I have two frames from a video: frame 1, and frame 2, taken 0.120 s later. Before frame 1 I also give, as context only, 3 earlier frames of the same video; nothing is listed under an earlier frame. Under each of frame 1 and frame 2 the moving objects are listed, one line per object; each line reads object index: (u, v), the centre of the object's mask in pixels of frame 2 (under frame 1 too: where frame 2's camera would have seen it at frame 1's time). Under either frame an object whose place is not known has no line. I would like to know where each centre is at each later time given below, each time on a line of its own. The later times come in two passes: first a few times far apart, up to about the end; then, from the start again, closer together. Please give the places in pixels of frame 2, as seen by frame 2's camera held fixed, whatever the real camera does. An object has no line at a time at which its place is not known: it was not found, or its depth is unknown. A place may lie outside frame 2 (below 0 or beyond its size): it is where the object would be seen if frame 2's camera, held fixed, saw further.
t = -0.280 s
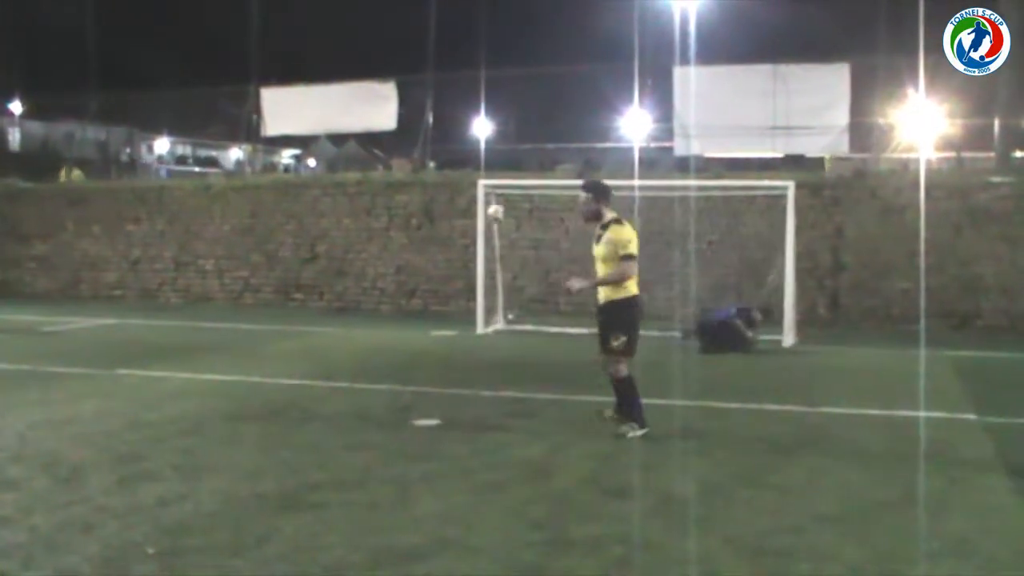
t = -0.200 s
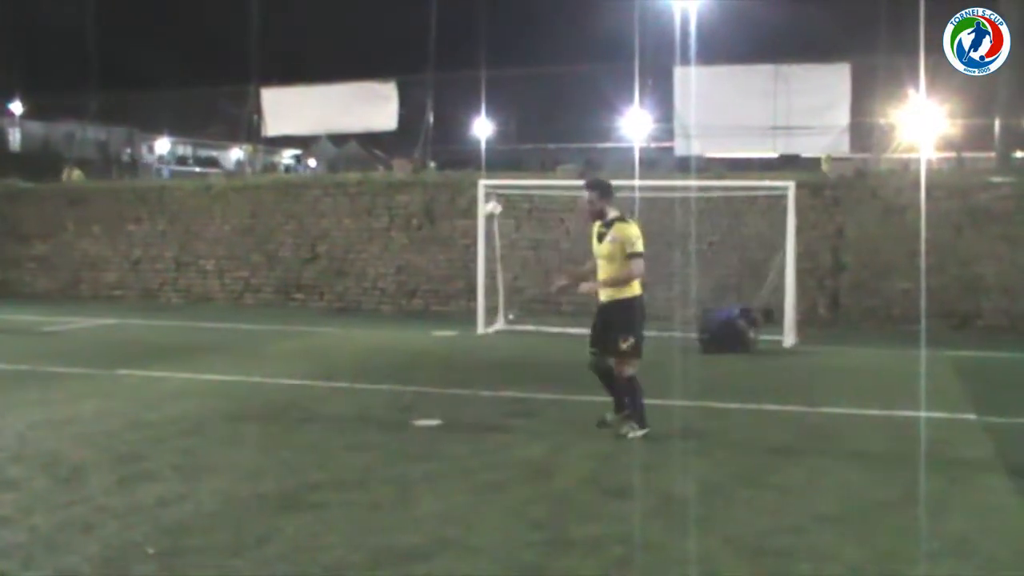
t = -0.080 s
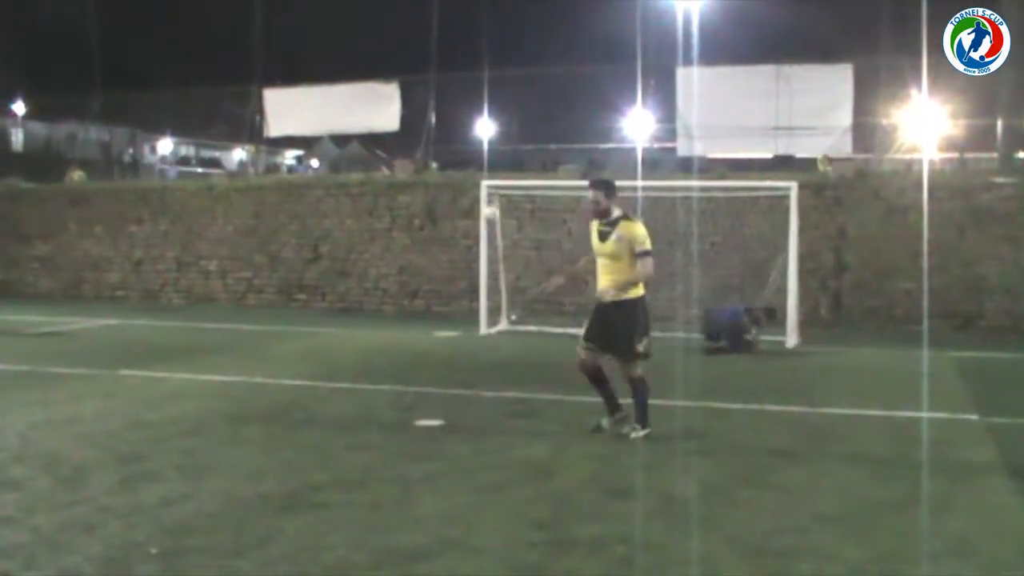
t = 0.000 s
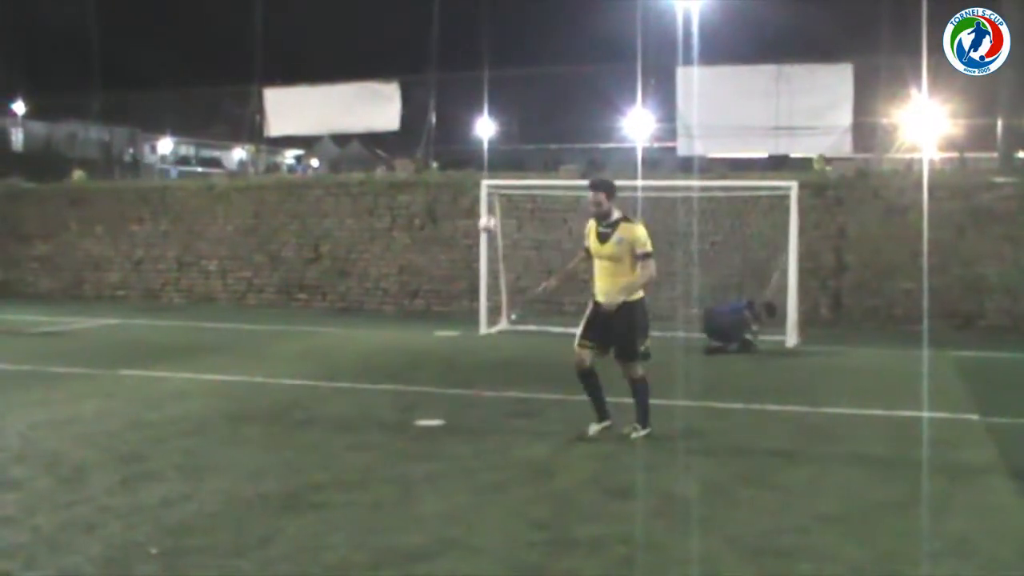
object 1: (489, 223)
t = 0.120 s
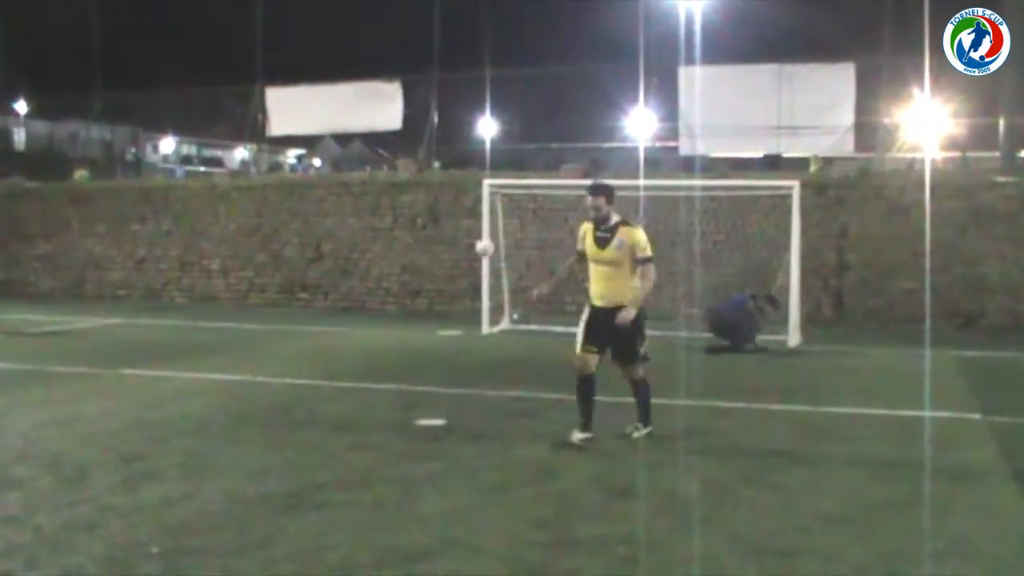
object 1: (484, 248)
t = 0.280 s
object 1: (474, 299)
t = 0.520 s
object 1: (462, 305)
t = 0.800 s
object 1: (441, 274)
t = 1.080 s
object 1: (418, 317)
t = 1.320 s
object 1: (397, 339)
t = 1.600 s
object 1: (372, 332)
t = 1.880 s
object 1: (343, 369)
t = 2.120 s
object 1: (316, 375)
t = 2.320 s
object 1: (293, 388)
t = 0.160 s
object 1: (482, 258)
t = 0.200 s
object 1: (477, 271)
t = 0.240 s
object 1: (475, 283)
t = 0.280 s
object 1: (474, 299)
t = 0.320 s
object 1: (474, 316)
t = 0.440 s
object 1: (468, 325)
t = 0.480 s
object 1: (466, 316)
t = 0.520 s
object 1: (462, 305)
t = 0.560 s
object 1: (461, 297)
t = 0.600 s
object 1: (457, 290)
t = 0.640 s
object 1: (454, 284)
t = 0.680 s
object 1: (450, 279)
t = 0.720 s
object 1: (448, 275)
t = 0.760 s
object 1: (445, 274)
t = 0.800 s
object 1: (441, 274)
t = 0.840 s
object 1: (438, 276)
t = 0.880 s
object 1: (435, 279)
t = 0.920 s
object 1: (432, 283)
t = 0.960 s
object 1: (428, 289)
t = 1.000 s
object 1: (425, 296)
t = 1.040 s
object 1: (421, 305)
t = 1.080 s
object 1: (418, 317)
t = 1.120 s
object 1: (415, 328)
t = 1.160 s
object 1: (411, 343)
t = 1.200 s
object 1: (408, 359)
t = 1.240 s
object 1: (404, 356)
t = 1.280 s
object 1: (401, 346)
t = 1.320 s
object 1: (397, 339)
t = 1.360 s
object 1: (393, 333)
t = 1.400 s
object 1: (390, 329)
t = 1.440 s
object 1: (386, 327)
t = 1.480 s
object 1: (383, 327)
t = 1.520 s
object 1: (379, 326)
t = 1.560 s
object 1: (375, 330)
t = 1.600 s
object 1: (372, 332)
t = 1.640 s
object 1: (367, 338)
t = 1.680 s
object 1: (363, 346)
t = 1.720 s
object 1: (359, 356)
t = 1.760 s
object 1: (354, 368)
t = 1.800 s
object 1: (351, 378)
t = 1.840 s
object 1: (347, 374)
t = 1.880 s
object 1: (343, 369)
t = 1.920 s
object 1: (339, 366)
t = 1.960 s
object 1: (334, 365)
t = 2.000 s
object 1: (330, 364)
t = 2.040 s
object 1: (325, 366)
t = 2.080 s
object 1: (321, 370)
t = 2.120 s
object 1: (316, 375)
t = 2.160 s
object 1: (311, 384)
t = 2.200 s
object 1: (307, 395)
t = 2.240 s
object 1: (301, 392)
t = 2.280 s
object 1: (298, 389)
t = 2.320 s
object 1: (293, 388)
